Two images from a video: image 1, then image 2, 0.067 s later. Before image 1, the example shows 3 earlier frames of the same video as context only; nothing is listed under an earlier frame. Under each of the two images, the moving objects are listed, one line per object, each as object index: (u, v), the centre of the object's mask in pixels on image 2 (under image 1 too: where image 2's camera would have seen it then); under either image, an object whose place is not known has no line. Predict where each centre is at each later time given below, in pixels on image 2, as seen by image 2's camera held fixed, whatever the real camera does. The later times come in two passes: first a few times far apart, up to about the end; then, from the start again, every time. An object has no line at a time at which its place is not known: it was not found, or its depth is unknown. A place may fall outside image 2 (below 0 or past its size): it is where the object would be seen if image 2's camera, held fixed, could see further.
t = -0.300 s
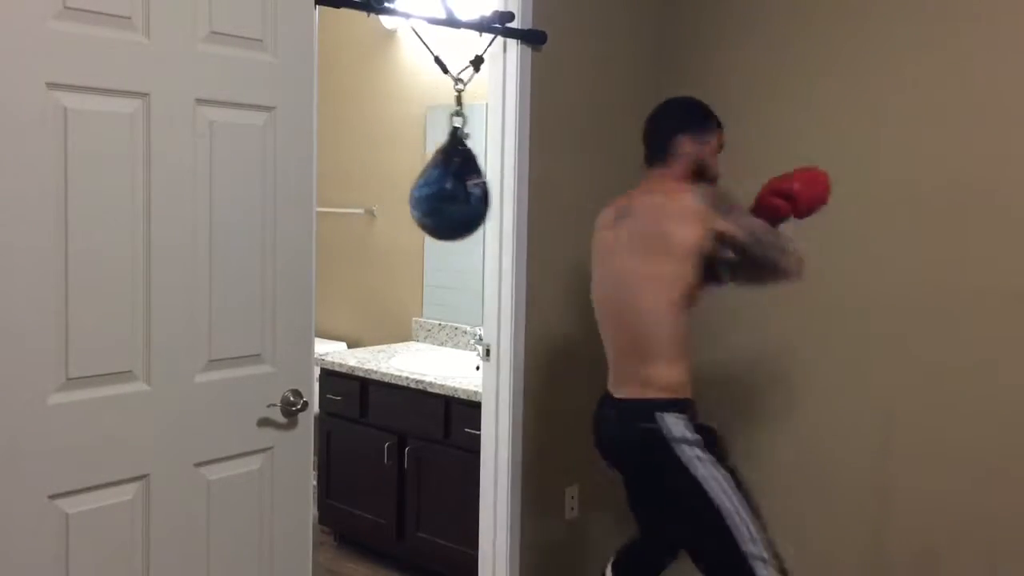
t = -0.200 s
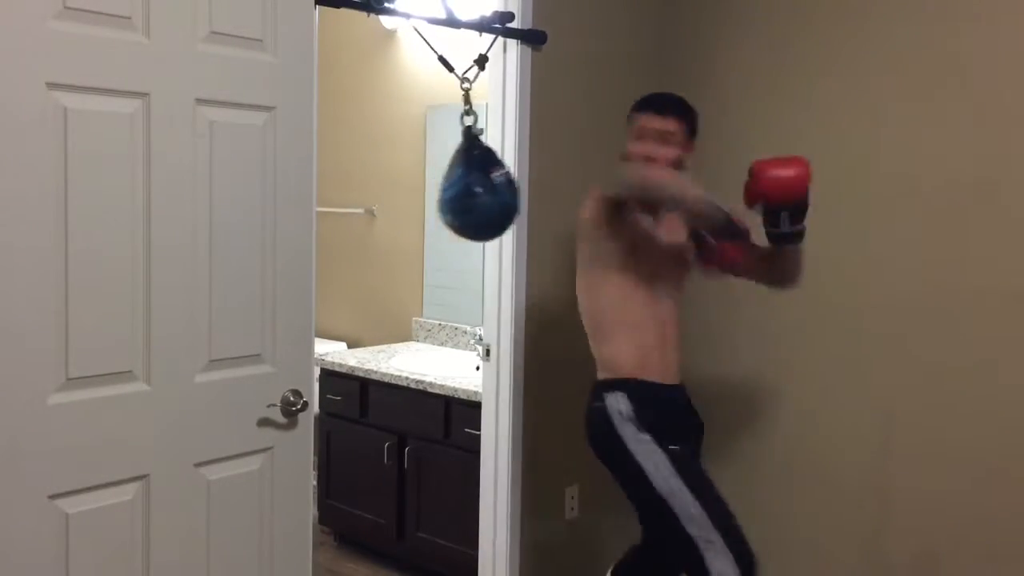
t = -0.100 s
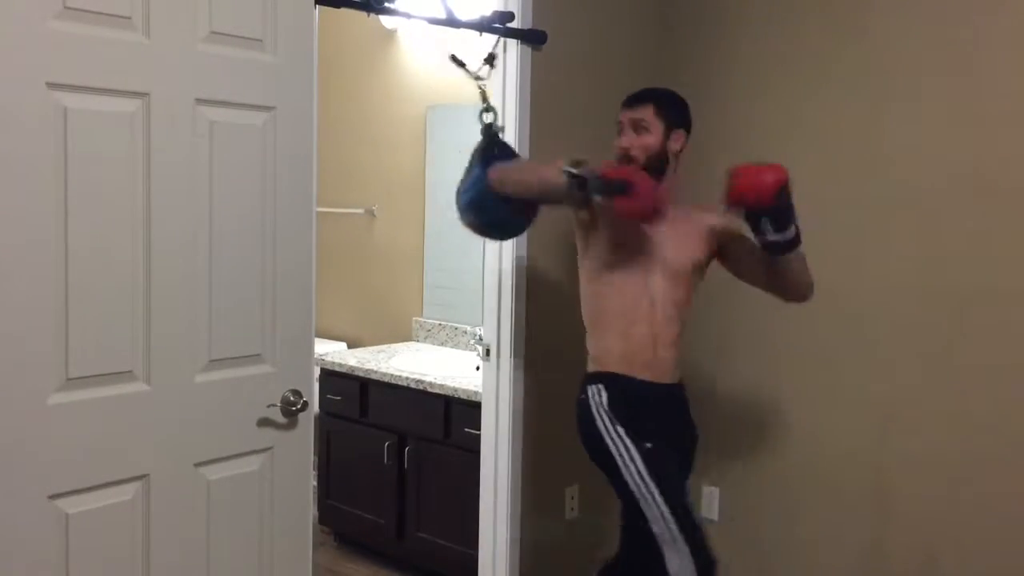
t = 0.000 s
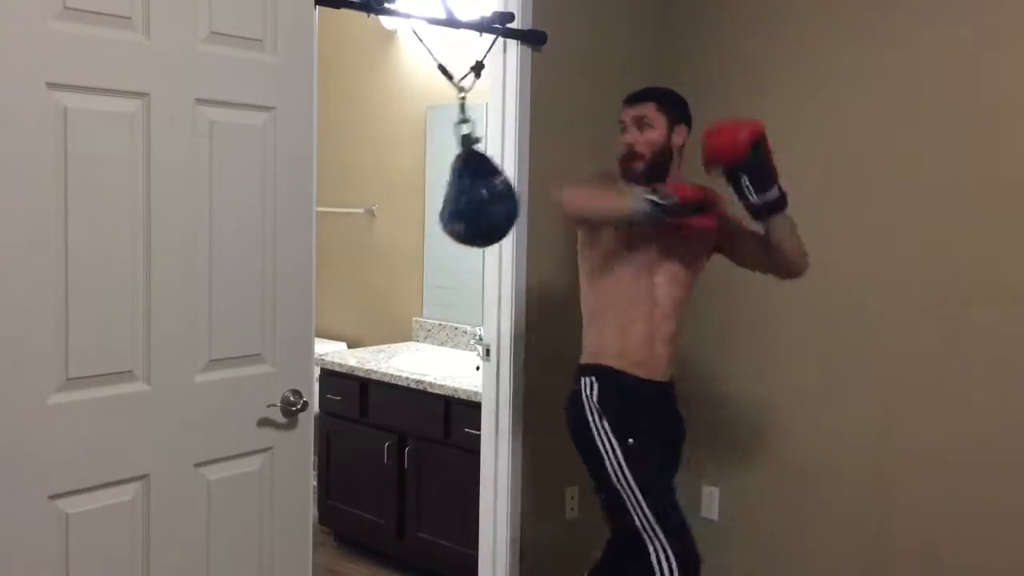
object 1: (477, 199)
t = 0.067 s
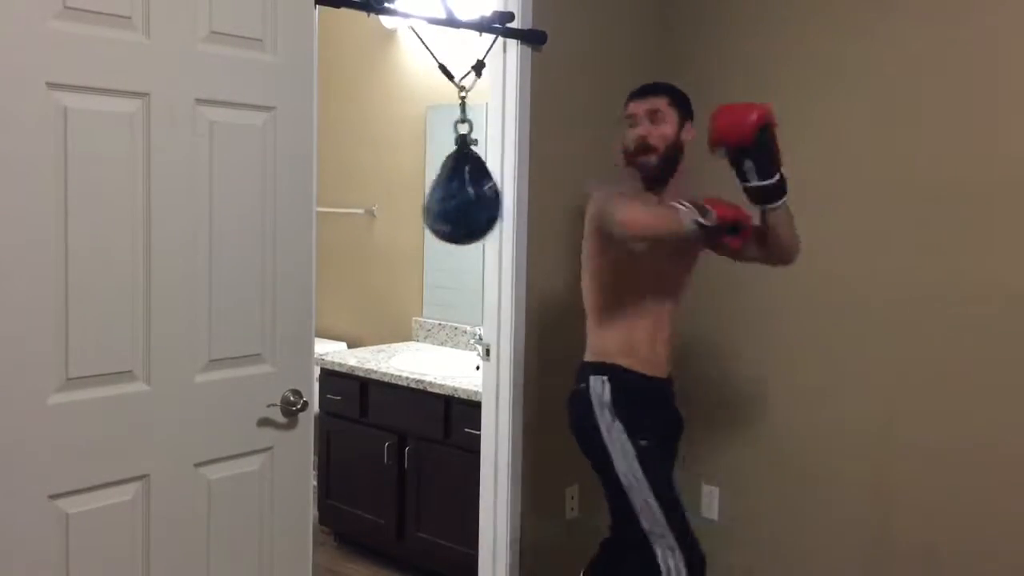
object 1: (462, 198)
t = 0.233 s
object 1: (427, 173)
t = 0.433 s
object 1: (405, 158)
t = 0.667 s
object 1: (423, 189)
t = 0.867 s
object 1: (481, 188)
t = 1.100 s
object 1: (527, 163)
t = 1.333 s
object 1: (503, 181)
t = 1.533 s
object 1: (443, 197)
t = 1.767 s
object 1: (399, 162)
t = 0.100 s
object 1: (455, 195)
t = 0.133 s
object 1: (448, 190)
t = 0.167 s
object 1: (440, 185)
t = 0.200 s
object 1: (433, 179)
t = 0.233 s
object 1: (427, 173)
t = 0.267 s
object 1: (421, 170)
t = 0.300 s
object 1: (416, 165)
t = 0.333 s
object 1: (412, 162)
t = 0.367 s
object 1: (409, 159)
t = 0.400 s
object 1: (406, 157)
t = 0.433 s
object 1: (405, 158)
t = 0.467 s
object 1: (404, 160)
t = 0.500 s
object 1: (405, 164)
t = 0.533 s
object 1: (406, 169)
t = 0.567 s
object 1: (408, 173)
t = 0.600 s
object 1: (412, 178)
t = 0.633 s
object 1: (417, 184)
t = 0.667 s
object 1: (423, 189)
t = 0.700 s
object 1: (431, 192)
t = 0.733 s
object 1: (440, 195)
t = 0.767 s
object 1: (450, 195)
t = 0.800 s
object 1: (460, 195)
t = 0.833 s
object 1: (471, 192)
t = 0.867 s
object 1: (481, 188)
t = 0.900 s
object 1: (492, 183)
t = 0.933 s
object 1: (500, 178)
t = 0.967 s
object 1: (508, 174)
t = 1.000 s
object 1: (515, 171)
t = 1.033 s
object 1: (520, 168)
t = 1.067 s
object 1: (524, 165)
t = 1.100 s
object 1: (527, 163)
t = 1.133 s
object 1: (528, 162)
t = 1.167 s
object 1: (527, 164)
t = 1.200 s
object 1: (525, 166)
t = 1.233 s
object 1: (522, 169)
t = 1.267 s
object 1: (517, 173)
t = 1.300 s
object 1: (511, 177)
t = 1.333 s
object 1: (503, 181)
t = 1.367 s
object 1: (495, 186)
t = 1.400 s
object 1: (484, 191)
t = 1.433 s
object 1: (474, 194)
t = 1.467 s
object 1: (464, 197)
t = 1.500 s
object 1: (453, 197)
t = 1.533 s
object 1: (443, 197)
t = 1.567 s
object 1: (433, 195)
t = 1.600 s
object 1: (424, 190)
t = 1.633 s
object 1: (417, 185)
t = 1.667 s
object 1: (411, 179)
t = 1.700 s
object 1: (406, 173)
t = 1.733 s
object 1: (402, 168)
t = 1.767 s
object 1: (399, 162)
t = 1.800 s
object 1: (398, 158)
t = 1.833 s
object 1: (397, 156)
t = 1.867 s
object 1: (398, 155)
